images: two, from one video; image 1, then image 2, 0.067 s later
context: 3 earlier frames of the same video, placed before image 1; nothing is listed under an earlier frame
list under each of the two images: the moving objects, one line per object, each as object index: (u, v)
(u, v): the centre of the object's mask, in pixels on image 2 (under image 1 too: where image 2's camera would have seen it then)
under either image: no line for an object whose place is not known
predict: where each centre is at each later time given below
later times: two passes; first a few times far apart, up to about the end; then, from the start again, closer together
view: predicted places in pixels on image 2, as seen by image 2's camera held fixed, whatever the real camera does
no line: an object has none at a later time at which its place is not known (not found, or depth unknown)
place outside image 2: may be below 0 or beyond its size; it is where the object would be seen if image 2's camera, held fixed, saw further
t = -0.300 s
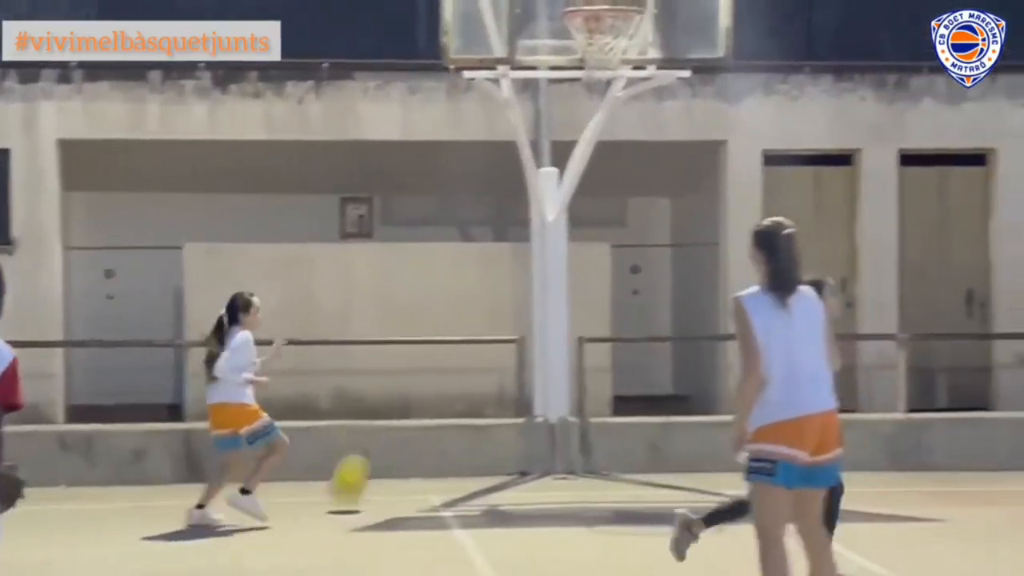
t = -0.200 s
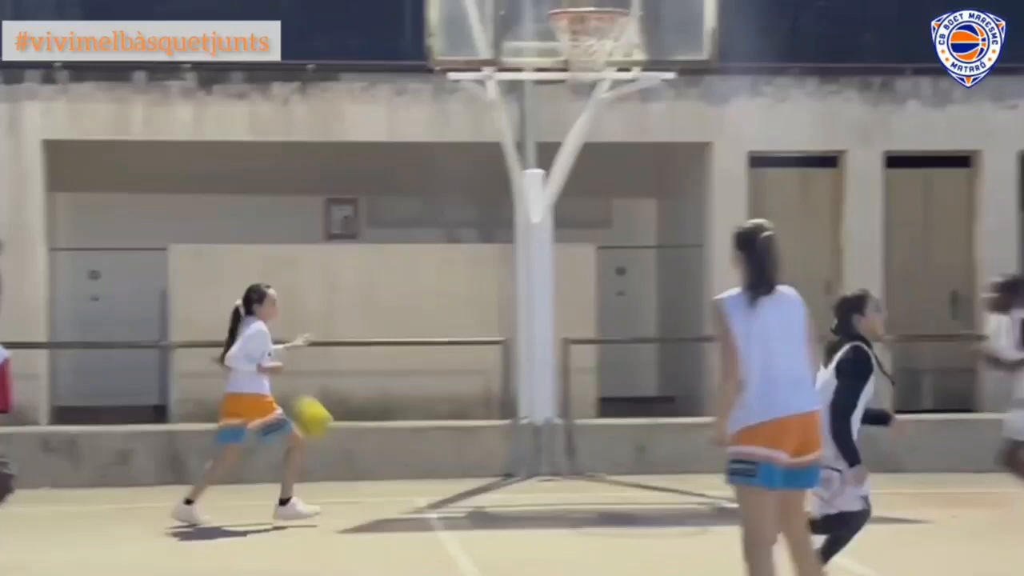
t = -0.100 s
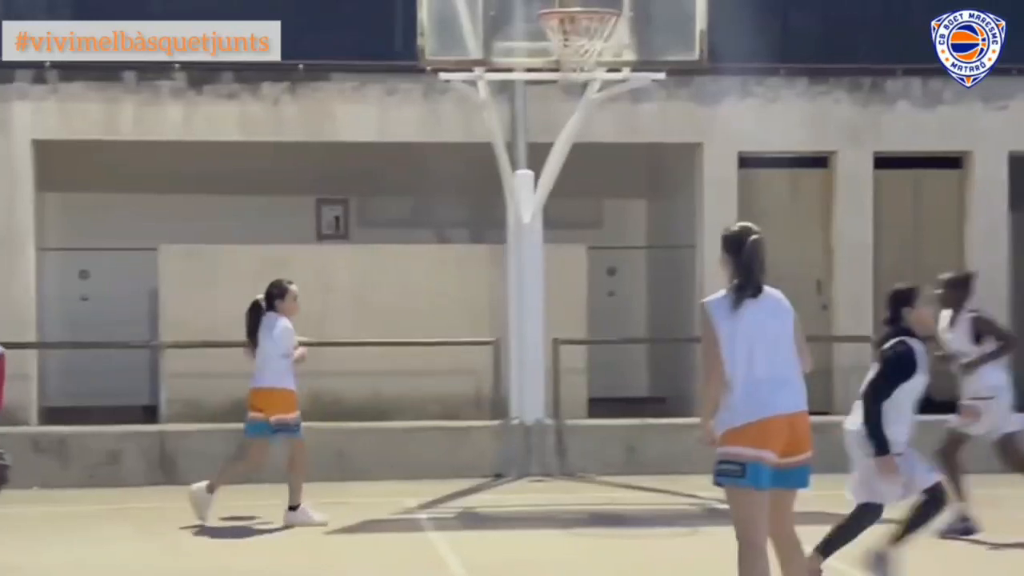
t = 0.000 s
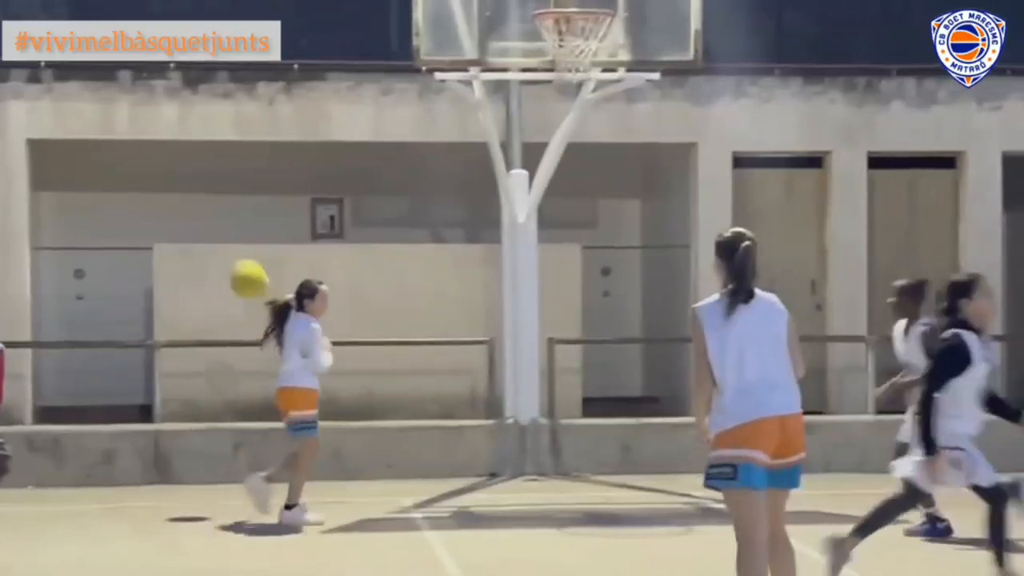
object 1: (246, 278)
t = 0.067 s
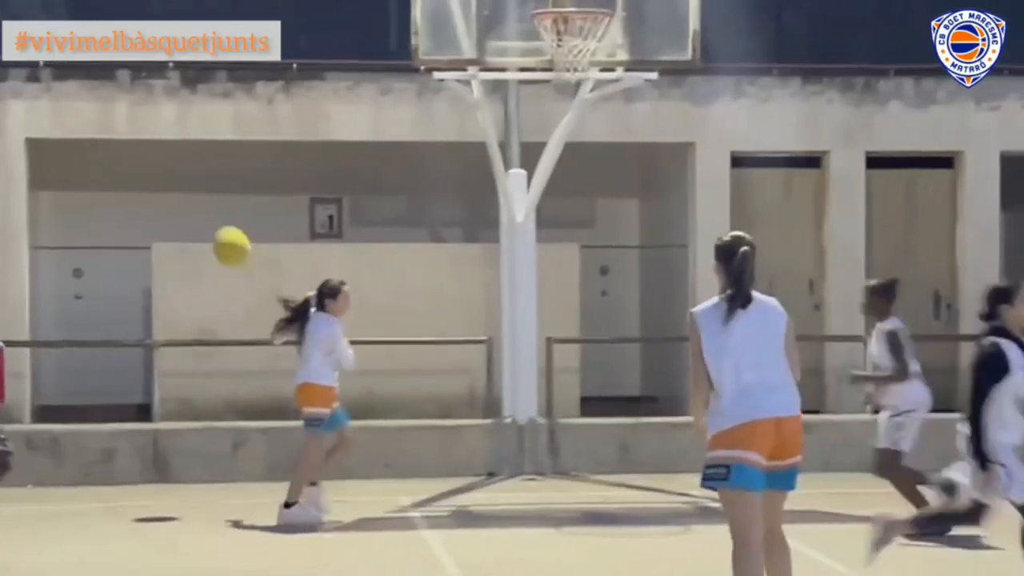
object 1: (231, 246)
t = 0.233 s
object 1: (195, 199)
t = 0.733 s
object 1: (84, 313)
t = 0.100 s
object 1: (224, 232)
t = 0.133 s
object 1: (217, 222)
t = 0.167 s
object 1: (209, 212)
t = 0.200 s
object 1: (202, 205)
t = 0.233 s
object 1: (195, 199)
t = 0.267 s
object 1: (187, 195)
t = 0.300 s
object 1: (178, 193)
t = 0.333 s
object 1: (171, 192)
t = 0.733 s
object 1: (84, 313)
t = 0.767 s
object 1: (76, 334)
